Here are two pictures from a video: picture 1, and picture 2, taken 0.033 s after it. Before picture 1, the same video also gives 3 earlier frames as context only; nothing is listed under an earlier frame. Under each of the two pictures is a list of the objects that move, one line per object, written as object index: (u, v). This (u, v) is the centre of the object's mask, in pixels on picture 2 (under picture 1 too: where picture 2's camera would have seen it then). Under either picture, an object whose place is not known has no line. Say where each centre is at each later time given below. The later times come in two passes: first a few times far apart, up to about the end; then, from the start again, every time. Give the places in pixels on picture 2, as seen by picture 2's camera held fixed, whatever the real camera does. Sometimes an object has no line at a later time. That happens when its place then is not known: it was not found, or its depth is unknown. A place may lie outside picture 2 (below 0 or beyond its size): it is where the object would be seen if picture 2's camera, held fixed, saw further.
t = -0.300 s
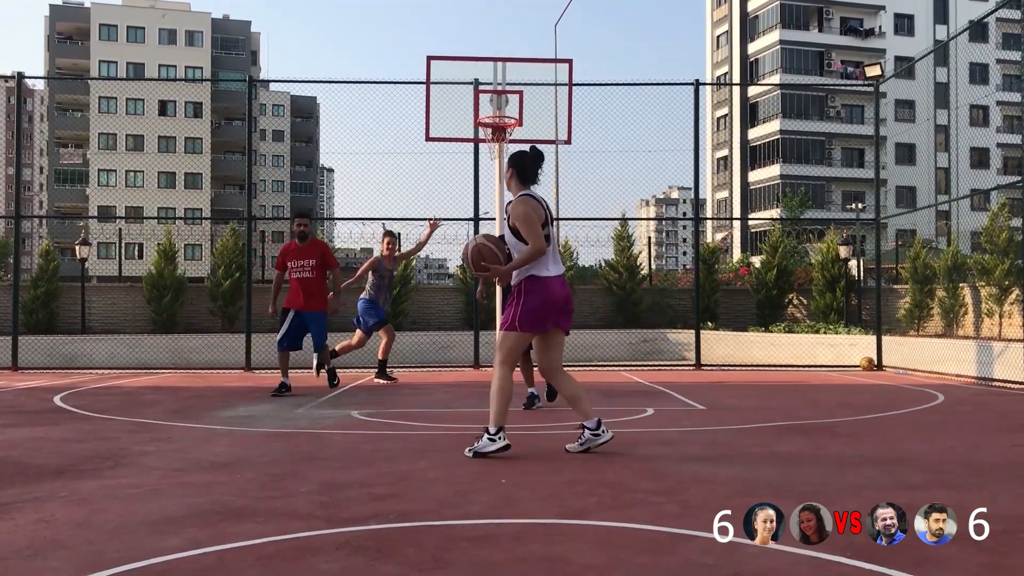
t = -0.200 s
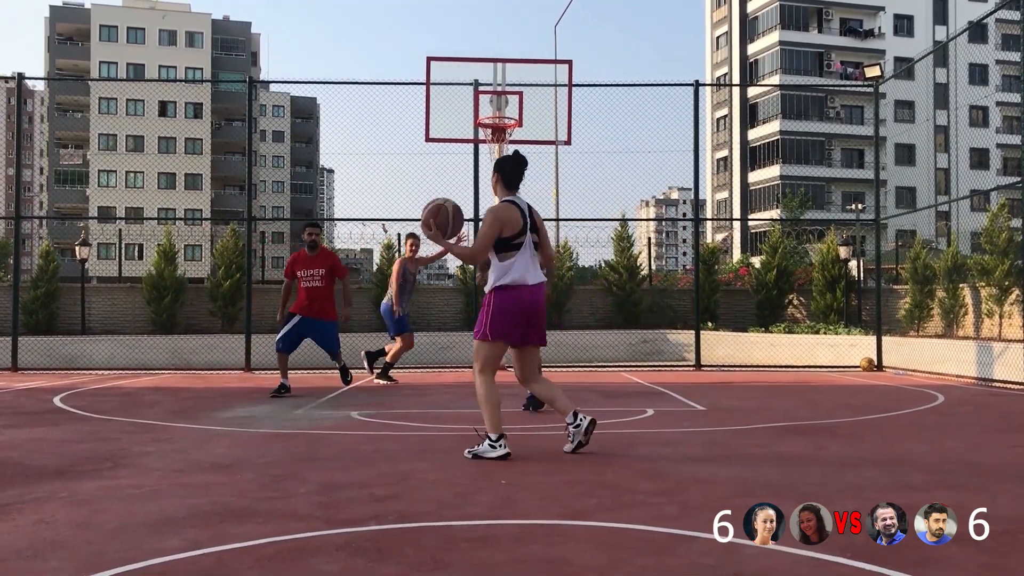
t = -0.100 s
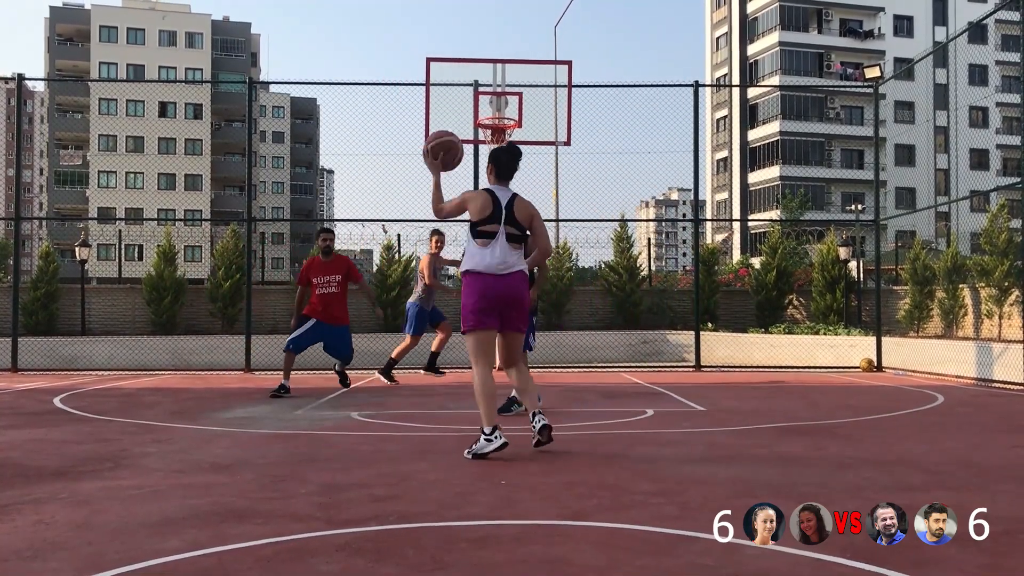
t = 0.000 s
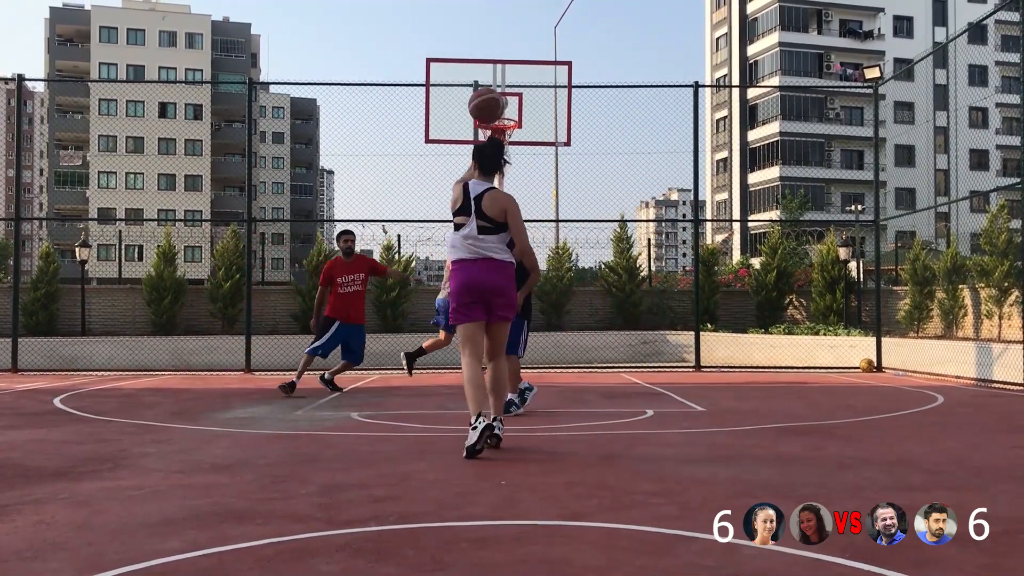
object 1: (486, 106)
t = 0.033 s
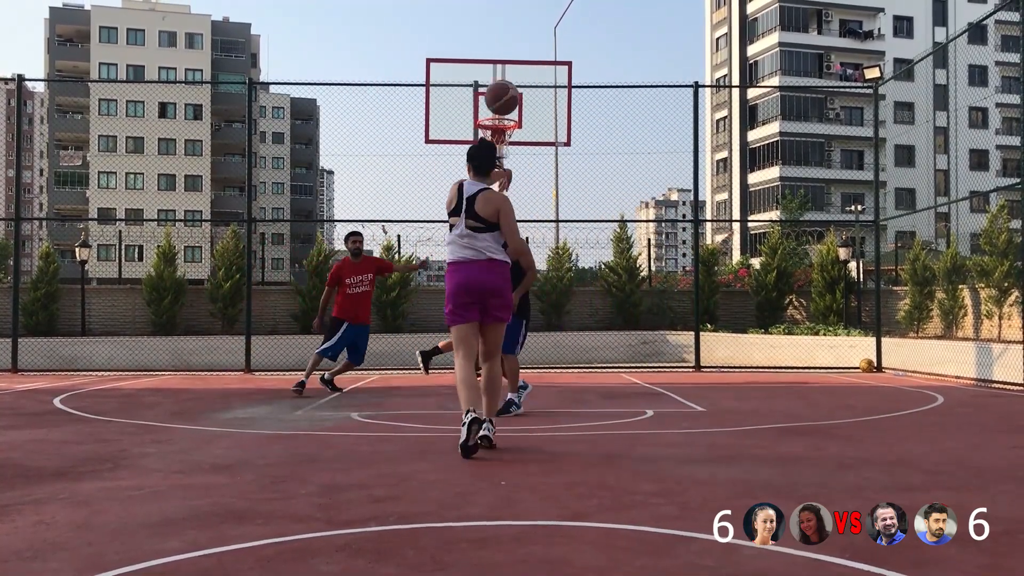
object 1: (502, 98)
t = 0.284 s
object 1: (587, 88)
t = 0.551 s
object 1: (639, 136)
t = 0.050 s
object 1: (509, 94)
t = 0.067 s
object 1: (516, 91)
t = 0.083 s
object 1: (523, 89)
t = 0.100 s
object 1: (529, 87)
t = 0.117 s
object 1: (536, 85)
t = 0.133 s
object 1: (541, 84)
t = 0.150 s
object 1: (547, 83)
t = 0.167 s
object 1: (553, 83)
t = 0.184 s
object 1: (558, 83)
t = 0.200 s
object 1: (563, 83)
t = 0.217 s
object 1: (568, 83)
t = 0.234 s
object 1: (573, 84)
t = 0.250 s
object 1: (578, 85)
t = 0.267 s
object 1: (582, 86)
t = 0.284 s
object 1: (587, 88)
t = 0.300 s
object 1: (591, 89)
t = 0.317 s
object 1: (595, 91)
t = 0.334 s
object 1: (599, 93)
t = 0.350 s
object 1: (603, 95)
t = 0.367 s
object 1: (606, 98)
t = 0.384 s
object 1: (610, 101)
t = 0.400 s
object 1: (613, 104)
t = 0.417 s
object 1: (616, 106)
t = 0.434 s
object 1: (619, 110)
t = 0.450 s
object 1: (623, 113)
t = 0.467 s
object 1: (626, 117)
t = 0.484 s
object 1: (628, 120)
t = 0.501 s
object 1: (631, 124)
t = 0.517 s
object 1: (634, 128)
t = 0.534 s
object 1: (637, 132)
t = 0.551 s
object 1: (639, 136)
